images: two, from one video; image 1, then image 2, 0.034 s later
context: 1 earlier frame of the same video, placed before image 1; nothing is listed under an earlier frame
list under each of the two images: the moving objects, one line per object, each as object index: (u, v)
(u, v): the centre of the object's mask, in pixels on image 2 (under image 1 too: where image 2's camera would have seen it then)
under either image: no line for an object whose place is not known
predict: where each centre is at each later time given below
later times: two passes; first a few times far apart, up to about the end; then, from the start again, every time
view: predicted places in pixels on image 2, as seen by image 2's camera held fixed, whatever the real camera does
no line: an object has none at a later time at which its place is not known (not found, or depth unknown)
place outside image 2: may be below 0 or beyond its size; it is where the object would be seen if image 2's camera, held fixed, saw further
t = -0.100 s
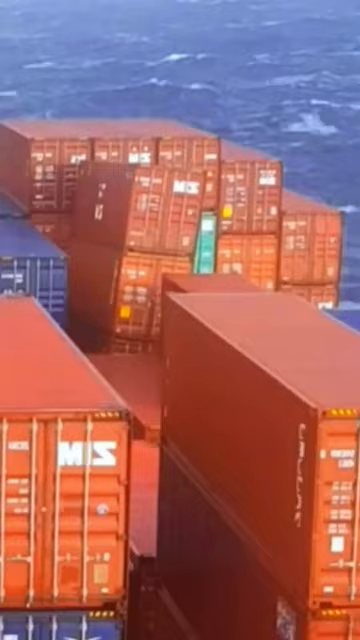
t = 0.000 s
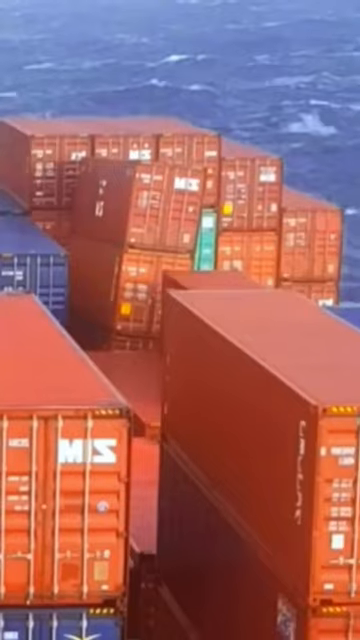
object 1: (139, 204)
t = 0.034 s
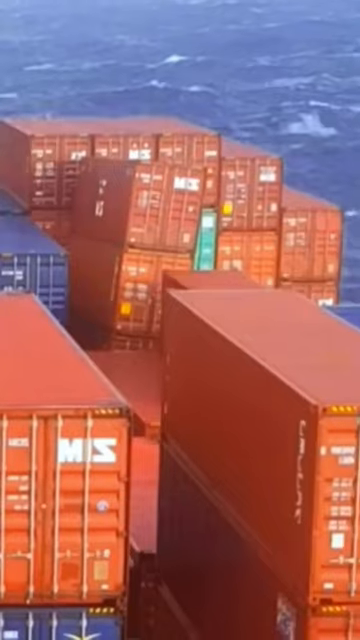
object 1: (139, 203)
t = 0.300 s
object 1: (140, 204)
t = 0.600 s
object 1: (142, 204)
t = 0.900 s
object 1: (144, 204)
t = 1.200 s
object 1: (147, 204)
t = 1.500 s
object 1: (151, 204)
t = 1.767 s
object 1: (156, 204)
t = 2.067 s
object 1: (161, 204)
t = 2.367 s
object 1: (170, 205)
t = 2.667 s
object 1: (184, 207)
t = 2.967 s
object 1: (197, 208)
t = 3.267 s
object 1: (220, 212)
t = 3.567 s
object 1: (245, 218)
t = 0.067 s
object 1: (139, 204)
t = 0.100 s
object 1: (139, 204)
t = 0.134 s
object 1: (139, 204)
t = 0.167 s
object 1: (139, 204)
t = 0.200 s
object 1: (139, 204)
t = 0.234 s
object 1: (140, 204)
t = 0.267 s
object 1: (140, 204)
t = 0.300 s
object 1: (140, 204)
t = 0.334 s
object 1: (140, 204)
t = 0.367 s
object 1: (140, 204)
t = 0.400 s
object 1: (140, 204)
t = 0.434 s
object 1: (140, 204)
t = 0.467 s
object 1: (140, 204)
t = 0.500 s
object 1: (140, 204)
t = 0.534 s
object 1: (141, 204)
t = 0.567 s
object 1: (142, 204)
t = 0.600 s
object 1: (142, 204)
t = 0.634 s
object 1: (143, 204)
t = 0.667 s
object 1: (143, 204)
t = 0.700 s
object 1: (143, 204)
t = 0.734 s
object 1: (143, 204)
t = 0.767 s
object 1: (143, 204)
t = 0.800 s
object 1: (143, 204)
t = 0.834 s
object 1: (144, 204)
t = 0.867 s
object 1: (144, 204)
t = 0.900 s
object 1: (144, 204)
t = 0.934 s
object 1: (144, 204)
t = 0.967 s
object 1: (144, 204)
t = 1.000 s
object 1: (144, 204)
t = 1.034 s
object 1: (144, 204)
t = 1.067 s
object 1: (145, 204)
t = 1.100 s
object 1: (145, 204)
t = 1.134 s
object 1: (146, 204)
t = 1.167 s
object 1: (147, 204)
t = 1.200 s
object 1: (147, 204)
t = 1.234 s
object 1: (148, 204)
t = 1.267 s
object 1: (148, 204)
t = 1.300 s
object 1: (148, 204)
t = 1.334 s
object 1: (149, 204)
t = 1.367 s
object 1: (149, 204)
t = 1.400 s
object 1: (149, 204)
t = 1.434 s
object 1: (151, 205)
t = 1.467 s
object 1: (151, 204)
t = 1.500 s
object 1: (151, 204)
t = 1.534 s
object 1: (152, 204)
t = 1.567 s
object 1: (153, 204)
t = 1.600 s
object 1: (153, 204)
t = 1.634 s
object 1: (154, 204)
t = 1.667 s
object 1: (154, 204)
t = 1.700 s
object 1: (155, 204)
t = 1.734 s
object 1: (155, 204)
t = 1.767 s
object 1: (156, 204)
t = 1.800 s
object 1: (156, 204)
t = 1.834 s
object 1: (156, 204)
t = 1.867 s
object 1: (157, 204)
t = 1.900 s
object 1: (158, 204)
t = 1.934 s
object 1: (159, 204)
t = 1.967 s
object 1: (160, 204)
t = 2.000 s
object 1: (160, 204)
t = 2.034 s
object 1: (161, 204)
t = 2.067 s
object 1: (161, 204)
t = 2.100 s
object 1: (163, 204)
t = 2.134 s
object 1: (163, 204)
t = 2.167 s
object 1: (164, 204)
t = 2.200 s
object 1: (164, 204)
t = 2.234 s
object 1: (165, 204)
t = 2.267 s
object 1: (166, 204)
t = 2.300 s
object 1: (166, 204)
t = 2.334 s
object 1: (167, 204)
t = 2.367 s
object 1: (170, 205)
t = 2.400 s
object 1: (170, 205)
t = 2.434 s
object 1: (171, 205)
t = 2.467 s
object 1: (174, 206)
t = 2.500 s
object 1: (175, 206)
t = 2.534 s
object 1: (178, 206)
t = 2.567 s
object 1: (178, 206)
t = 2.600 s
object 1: (181, 206)
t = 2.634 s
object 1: (183, 206)
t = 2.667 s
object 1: (184, 207)
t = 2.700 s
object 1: (185, 207)
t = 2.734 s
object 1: (188, 207)
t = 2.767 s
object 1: (188, 207)
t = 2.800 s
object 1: (188, 207)
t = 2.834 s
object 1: (191, 208)
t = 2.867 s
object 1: (192, 208)
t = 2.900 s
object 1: (195, 208)
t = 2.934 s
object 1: (196, 208)
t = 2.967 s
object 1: (197, 208)
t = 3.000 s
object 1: (200, 209)
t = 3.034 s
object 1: (205, 210)
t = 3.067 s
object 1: (207, 210)
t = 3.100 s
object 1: (208, 210)
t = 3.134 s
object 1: (211, 211)
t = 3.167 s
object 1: (213, 211)
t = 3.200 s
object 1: (215, 211)
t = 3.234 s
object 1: (217, 212)
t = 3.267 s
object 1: (220, 212)
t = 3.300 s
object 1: (221, 212)
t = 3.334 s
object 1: (224, 213)
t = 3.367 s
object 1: (227, 214)
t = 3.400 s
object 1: (229, 215)
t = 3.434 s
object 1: (232, 215)
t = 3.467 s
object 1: (235, 216)
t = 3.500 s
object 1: (238, 216)
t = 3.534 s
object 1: (241, 217)
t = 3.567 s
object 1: (245, 218)
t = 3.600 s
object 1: (249, 219)
